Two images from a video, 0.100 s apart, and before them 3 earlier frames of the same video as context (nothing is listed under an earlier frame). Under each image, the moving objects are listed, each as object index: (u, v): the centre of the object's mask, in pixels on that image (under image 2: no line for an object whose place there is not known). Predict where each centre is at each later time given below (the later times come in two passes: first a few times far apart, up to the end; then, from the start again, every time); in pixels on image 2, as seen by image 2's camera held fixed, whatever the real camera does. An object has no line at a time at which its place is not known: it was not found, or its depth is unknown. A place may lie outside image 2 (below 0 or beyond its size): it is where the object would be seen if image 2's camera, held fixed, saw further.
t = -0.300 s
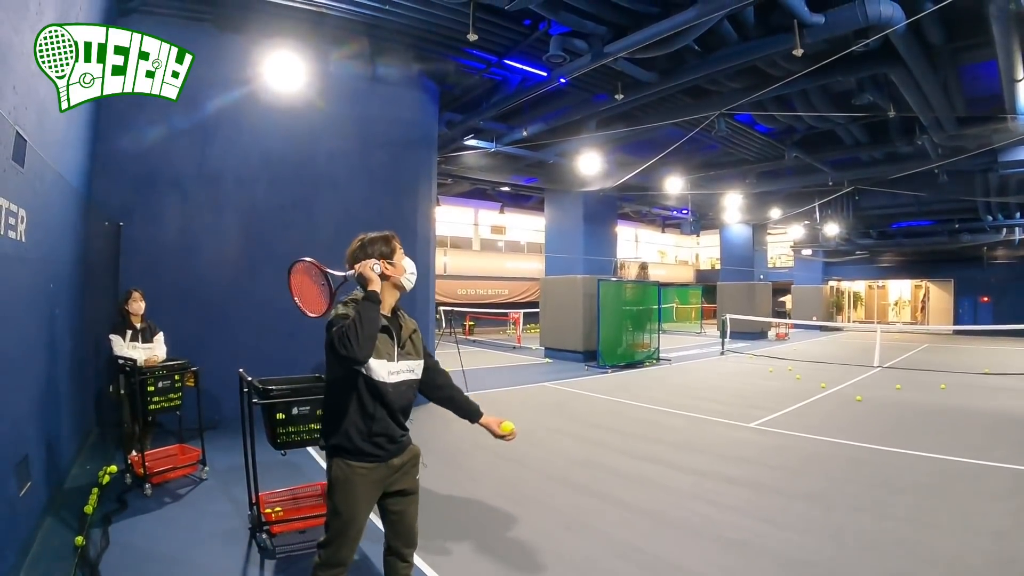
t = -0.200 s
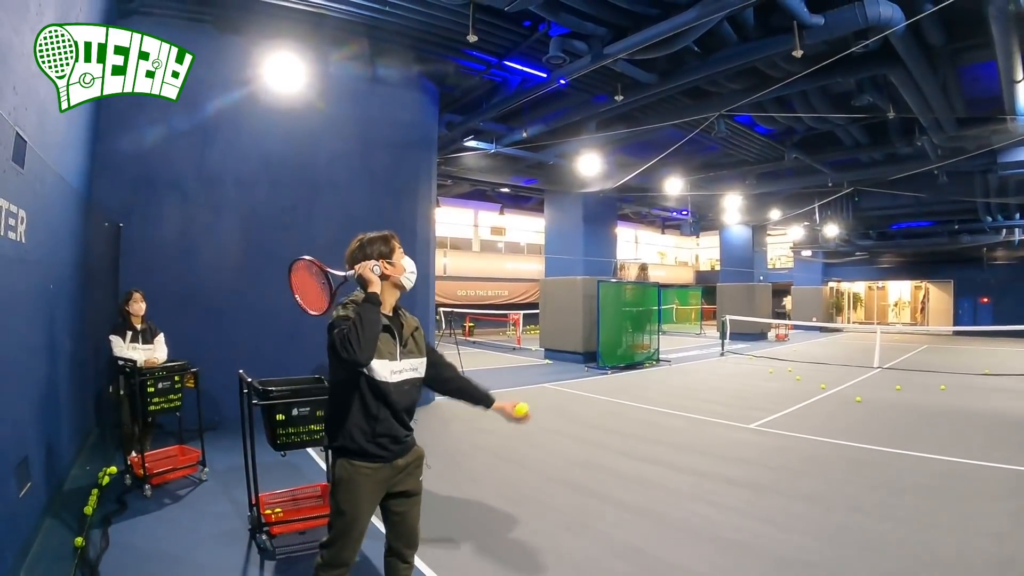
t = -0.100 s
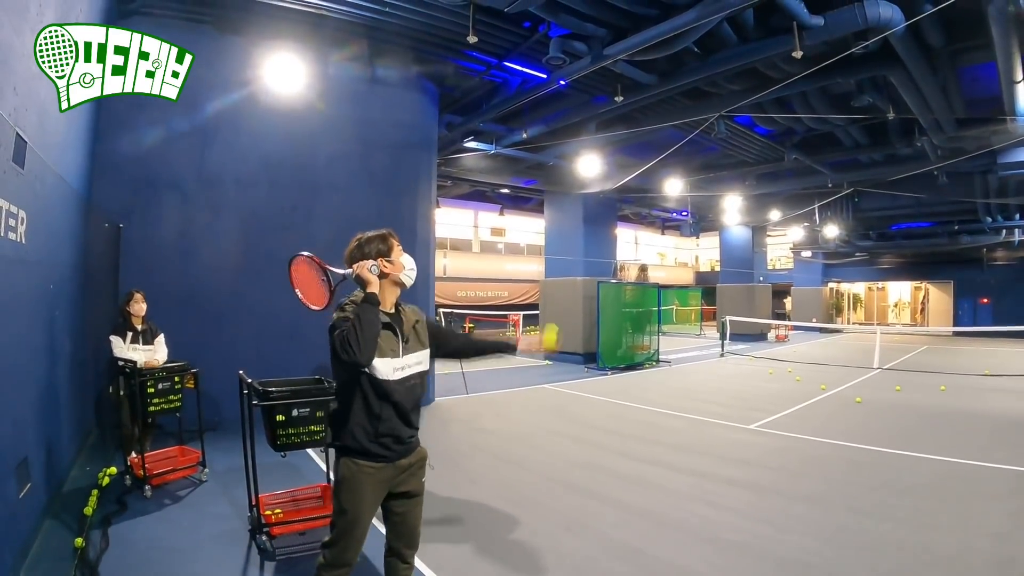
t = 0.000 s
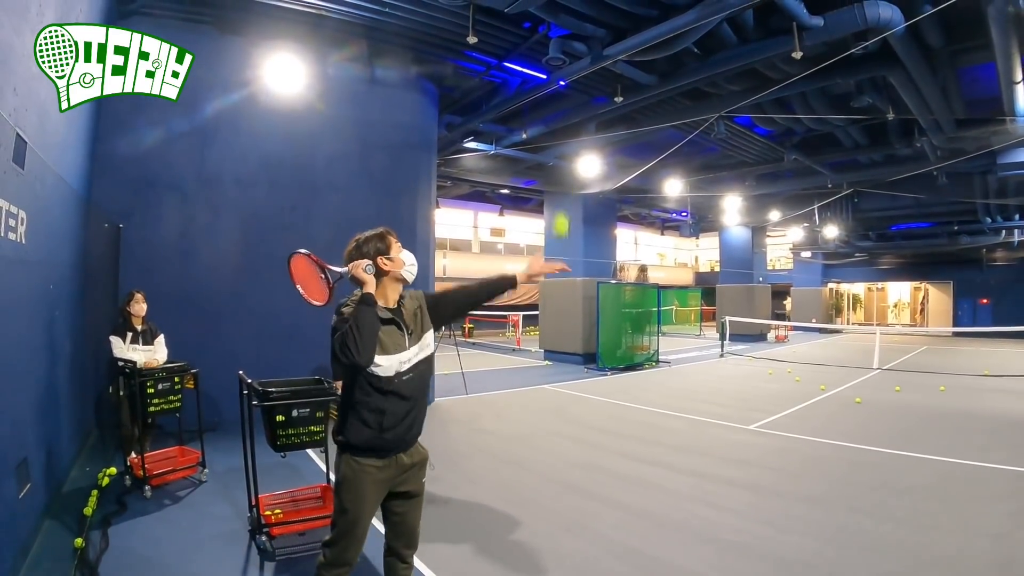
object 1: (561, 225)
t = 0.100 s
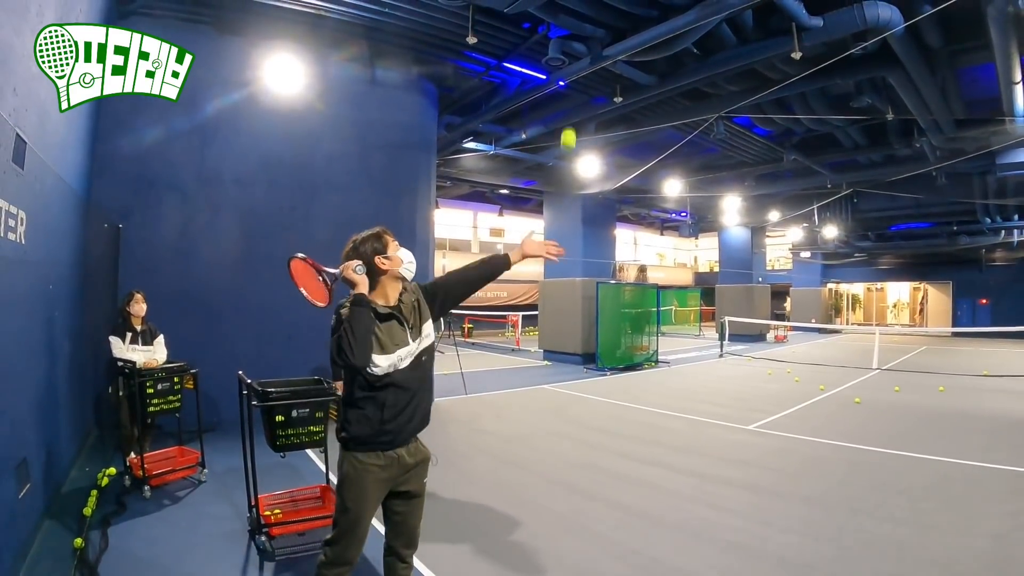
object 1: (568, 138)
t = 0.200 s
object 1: (575, 80)
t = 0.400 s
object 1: (589, 25)
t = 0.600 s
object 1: (604, 43)
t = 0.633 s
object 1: (607, 52)
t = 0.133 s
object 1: (570, 117)
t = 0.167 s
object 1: (573, 97)
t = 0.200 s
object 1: (575, 80)
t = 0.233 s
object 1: (577, 65)
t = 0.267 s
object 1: (580, 53)
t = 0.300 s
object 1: (582, 43)
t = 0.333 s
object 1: (584, 35)
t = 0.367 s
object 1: (587, 29)
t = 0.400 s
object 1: (589, 25)
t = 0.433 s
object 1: (592, 23)
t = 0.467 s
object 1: (594, 23)
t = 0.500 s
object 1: (596, 25)
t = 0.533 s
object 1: (599, 29)
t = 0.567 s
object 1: (601, 35)
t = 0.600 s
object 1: (604, 43)
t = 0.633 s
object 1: (607, 52)
